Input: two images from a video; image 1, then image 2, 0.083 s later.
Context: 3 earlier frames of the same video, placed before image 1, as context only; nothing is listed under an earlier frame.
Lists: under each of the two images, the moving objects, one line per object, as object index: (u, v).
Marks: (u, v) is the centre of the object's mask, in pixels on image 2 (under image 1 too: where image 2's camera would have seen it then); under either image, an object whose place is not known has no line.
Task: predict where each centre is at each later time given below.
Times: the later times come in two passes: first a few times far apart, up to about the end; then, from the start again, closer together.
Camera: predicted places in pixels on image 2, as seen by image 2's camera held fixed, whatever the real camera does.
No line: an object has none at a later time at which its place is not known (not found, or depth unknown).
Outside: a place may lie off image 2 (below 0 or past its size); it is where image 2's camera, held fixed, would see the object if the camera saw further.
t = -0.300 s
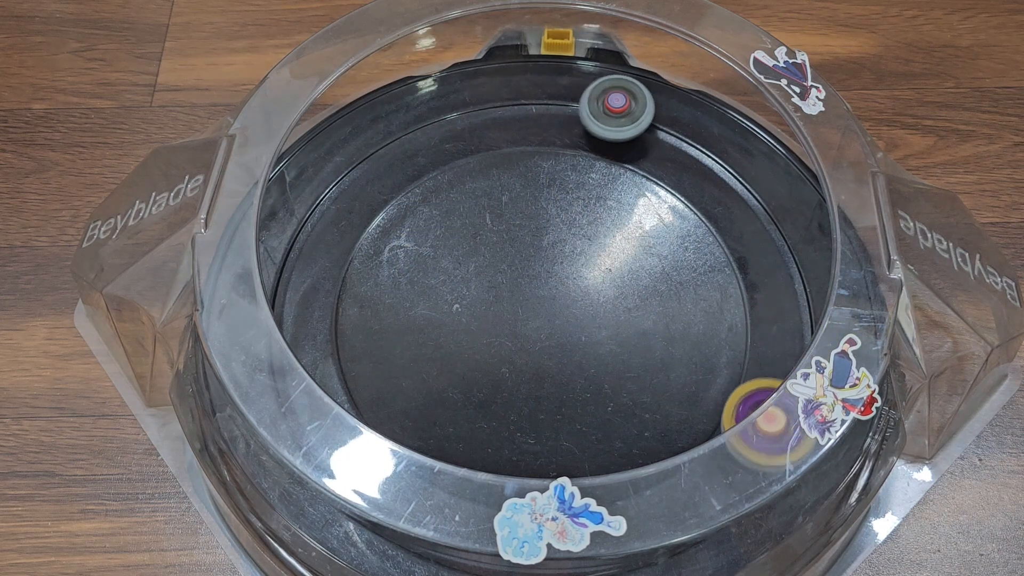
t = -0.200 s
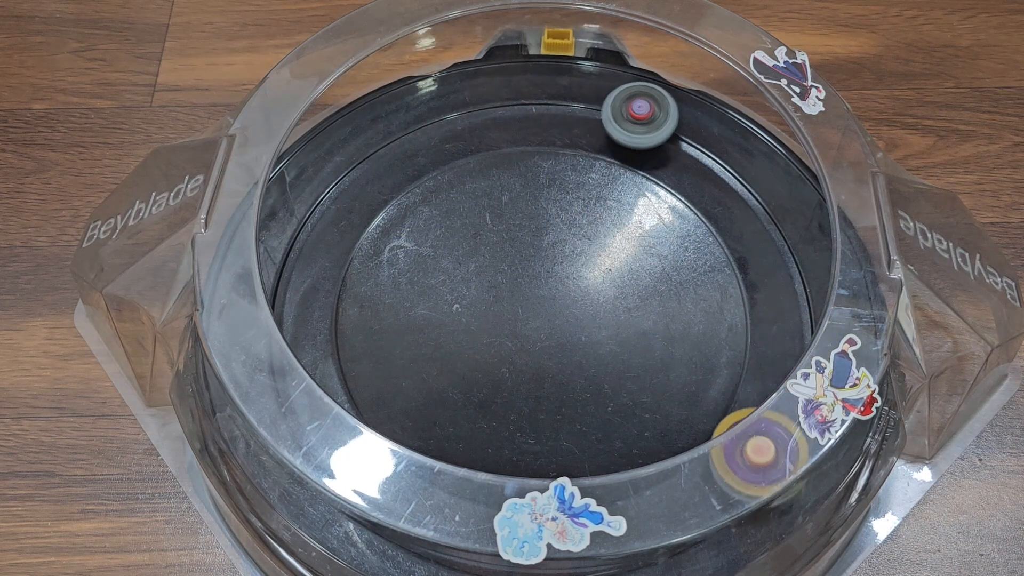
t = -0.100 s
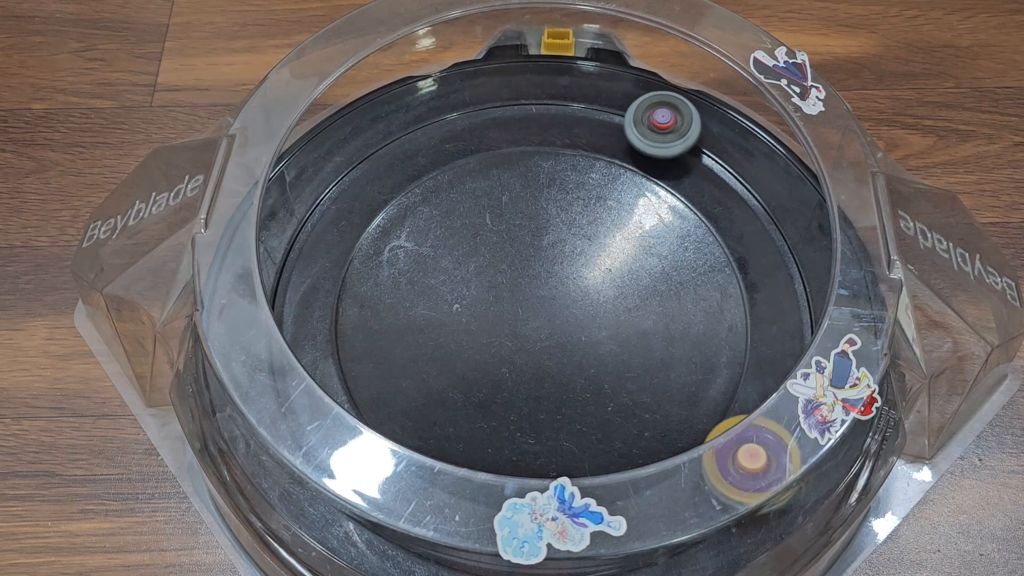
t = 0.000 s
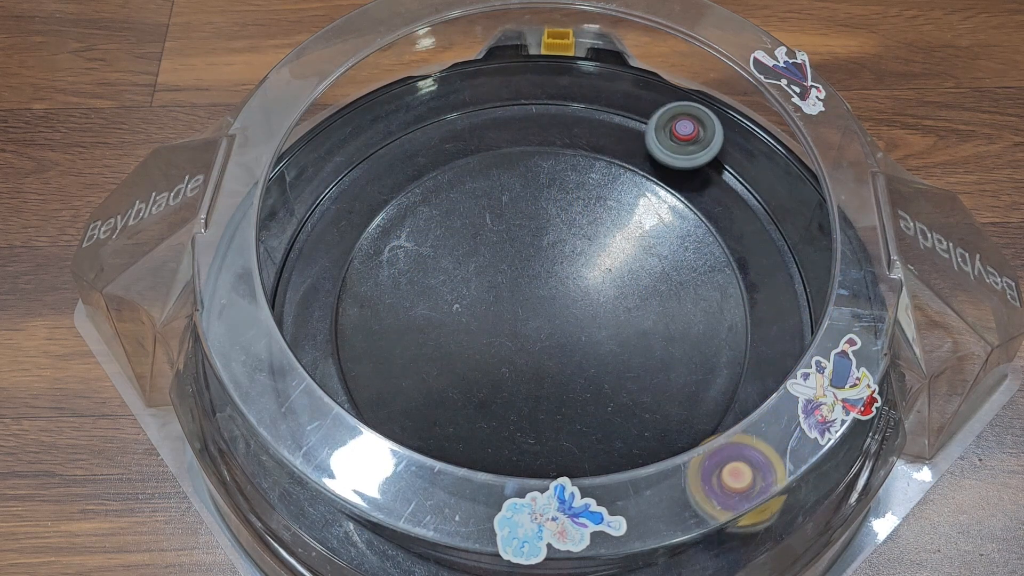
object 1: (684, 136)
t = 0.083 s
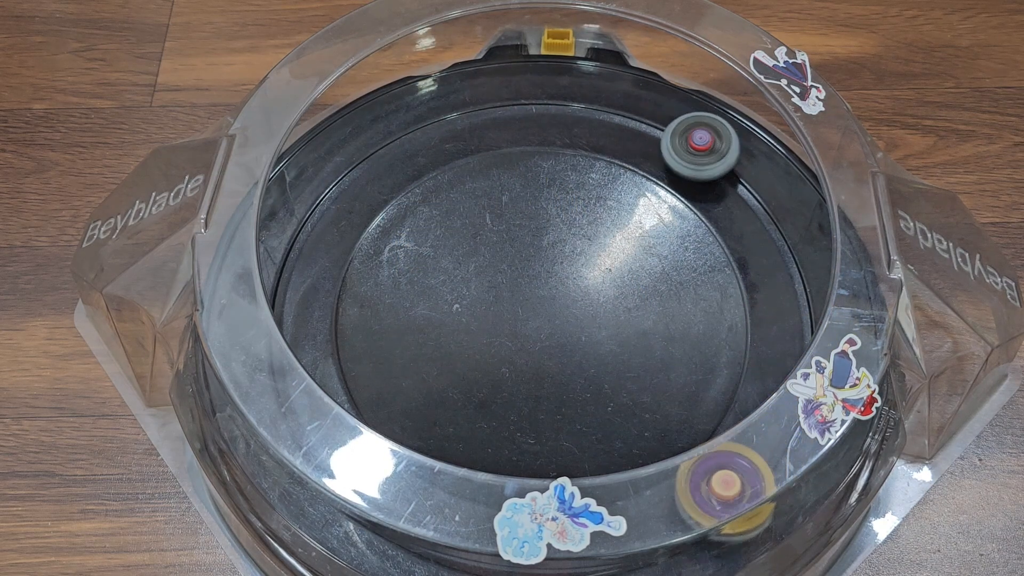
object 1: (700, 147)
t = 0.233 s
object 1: (728, 169)
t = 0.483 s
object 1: (760, 213)
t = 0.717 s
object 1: (776, 260)
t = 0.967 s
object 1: (773, 315)
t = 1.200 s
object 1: (751, 364)
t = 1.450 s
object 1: (704, 360)
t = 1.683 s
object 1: (607, 296)
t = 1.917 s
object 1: (490, 315)
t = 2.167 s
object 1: (483, 386)
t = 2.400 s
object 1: (549, 370)
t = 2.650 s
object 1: (506, 293)
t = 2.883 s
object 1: (495, 262)
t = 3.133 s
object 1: (474, 281)
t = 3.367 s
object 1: (531, 295)
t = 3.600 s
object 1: (571, 314)
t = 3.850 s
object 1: (595, 275)
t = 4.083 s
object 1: (583, 244)
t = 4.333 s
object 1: (542, 293)
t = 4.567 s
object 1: (552, 338)
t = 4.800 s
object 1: (589, 367)
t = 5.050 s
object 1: (639, 354)
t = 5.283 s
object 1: (584, 305)
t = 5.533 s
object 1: (507, 342)
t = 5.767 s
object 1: (506, 387)
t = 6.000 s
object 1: (560, 415)
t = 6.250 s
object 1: (592, 331)
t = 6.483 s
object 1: (645, 203)
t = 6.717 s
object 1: (580, 171)
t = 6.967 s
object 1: (516, 186)
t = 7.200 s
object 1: (494, 212)
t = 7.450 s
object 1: (502, 266)
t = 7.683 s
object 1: (480, 221)
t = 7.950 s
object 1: (475, 268)
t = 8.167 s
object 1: (527, 321)
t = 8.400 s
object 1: (577, 426)
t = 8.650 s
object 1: (634, 430)
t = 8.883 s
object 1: (653, 422)
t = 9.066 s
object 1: (632, 397)
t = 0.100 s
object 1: (703, 149)
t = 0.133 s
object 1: (709, 153)
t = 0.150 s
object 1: (713, 156)
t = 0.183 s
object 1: (719, 161)
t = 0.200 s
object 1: (722, 164)
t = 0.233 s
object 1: (728, 169)
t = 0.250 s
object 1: (730, 172)
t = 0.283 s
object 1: (735, 177)
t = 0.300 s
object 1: (738, 180)
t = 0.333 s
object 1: (743, 186)
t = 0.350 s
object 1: (745, 189)
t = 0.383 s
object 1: (749, 195)
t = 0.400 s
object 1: (751, 198)
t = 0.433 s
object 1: (755, 204)
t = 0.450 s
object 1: (757, 207)
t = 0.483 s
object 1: (760, 213)
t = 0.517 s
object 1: (763, 219)
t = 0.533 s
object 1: (765, 223)
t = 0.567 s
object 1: (767, 229)
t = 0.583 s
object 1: (769, 233)
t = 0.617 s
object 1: (771, 239)
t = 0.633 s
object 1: (772, 242)
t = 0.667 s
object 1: (774, 249)
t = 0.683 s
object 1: (775, 253)
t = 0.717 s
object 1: (776, 260)
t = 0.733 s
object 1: (776, 264)
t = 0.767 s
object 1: (777, 271)
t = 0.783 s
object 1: (777, 274)
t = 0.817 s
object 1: (778, 282)
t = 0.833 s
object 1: (778, 285)
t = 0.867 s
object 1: (777, 293)
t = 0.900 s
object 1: (776, 300)
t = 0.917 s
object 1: (776, 304)
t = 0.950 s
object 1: (774, 311)
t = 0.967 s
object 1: (773, 315)
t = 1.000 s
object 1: (771, 322)
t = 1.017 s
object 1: (771, 326)
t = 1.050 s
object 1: (768, 333)
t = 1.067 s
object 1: (766, 337)
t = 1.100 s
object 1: (763, 344)
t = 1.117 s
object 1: (761, 348)
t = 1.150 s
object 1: (757, 354)
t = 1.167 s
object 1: (755, 358)
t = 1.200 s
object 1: (751, 364)
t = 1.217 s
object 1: (749, 368)
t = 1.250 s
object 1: (743, 375)
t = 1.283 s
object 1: (737, 381)
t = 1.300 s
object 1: (734, 383)
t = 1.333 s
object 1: (730, 385)
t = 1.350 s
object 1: (728, 384)
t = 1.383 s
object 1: (722, 380)
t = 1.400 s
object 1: (718, 376)
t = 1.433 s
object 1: (709, 366)
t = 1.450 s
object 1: (704, 360)
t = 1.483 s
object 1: (694, 349)
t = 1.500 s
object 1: (689, 343)
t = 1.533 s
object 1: (678, 332)
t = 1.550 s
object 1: (671, 327)
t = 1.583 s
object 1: (658, 318)
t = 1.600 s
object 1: (650, 313)
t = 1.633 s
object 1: (634, 305)
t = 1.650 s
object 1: (625, 301)
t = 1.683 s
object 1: (607, 296)
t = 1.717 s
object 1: (588, 292)
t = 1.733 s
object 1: (578, 291)
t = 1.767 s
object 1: (561, 292)
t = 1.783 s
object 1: (552, 292)
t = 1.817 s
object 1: (534, 296)
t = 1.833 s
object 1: (525, 298)
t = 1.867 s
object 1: (510, 303)
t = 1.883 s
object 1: (503, 307)
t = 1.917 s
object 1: (490, 315)
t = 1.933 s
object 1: (485, 320)
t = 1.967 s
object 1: (476, 332)
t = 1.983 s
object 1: (473, 337)
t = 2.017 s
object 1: (469, 349)
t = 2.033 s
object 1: (469, 355)
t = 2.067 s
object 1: (469, 365)
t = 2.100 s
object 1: (472, 373)
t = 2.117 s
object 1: (474, 376)
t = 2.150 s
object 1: (480, 383)
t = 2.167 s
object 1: (483, 386)
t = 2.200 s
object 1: (490, 390)
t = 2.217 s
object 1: (495, 391)
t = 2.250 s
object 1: (504, 393)
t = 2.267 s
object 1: (510, 393)
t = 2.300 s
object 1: (521, 392)
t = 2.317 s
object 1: (526, 390)
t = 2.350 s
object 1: (537, 384)
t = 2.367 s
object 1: (542, 380)
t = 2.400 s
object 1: (549, 370)
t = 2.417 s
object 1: (551, 364)
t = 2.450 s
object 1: (552, 351)
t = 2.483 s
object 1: (549, 339)
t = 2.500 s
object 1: (547, 333)
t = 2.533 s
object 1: (541, 321)
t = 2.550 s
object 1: (537, 315)
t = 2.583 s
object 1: (527, 306)
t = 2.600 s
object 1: (521, 303)
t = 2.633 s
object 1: (510, 296)
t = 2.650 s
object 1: (506, 293)
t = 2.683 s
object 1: (511, 280)
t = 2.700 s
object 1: (513, 275)
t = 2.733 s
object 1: (515, 267)
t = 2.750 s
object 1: (515, 264)
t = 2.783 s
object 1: (512, 261)
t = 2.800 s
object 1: (510, 260)
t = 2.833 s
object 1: (505, 260)
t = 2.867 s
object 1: (498, 261)
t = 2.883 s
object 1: (495, 262)
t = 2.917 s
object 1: (489, 263)
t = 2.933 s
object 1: (486, 264)
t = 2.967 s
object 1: (481, 265)
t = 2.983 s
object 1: (480, 265)
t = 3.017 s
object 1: (477, 267)
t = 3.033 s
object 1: (476, 268)
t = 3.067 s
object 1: (474, 271)
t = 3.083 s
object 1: (473, 272)
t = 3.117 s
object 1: (473, 278)
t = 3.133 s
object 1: (474, 281)
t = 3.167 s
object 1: (478, 289)
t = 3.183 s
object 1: (482, 293)
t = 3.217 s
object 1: (491, 300)
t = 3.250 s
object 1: (502, 304)
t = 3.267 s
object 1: (507, 304)
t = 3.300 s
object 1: (516, 304)
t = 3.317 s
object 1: (520, 303)
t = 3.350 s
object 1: (528, 299)
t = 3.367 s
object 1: (531, 295)
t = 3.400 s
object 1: (540, 288)
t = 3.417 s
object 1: (542, 289)
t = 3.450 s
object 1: (542, 304)
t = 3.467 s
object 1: (542, 309)
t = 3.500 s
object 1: (546, 315)
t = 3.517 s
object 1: (548, 317)
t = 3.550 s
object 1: (556, 318)
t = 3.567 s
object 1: (561, 317)
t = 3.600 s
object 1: (571, 314)
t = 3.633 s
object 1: (580, 309)
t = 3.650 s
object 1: (583, 307)
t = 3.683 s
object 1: (589, 302)
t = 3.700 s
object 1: (591, 299)
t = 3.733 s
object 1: (595, 294)
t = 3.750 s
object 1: (596, 291)
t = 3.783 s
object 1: (597, 286)
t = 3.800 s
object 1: (597, 283)
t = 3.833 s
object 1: (596, 277)
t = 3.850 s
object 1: (595, 275)
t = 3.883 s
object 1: (592, 270)
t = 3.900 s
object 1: (591, 269)
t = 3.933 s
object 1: (587, 266)
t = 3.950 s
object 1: (584, 264)
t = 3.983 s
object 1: (589, 256)
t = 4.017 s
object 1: (592, 249)
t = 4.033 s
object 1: (591, 247)
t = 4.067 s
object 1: (586, 245)
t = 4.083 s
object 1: (583, 244)
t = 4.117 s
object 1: (576, 245)
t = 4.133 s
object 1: (572, 246)
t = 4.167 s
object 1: (564, 250)
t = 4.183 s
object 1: (560, 253)
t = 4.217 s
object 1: (552, 260)
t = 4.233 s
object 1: (549, 264)
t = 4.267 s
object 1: (544, 274)
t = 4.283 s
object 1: (543, 279)
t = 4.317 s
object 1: (541, 288)
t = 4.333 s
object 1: (542, 293)
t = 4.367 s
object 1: (544, 301)
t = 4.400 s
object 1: (547, 308)
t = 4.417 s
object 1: (549, 311)
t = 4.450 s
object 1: (553, 317)
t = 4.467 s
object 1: (556, 320)
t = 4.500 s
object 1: (561, 324)
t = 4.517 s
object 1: (563, 326)
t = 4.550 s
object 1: (554, 335)
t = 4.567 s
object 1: (552, 338)
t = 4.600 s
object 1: (549, 345)
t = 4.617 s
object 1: (550, 348)
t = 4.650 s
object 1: (553, 354)
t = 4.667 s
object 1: (556, 357)
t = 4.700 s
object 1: (564, 362)
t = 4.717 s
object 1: (568, 364)
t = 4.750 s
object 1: (577, 367)
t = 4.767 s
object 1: (581, 368)
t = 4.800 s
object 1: (589, 367)
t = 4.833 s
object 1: (595, 366)
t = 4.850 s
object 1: (598, 364)
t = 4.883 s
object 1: (602, 362)
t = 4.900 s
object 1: (603, 360)
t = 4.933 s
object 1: (611, 359)
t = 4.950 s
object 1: (620, 361)
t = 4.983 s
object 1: (632, 362)
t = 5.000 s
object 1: (635, 361)
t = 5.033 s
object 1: (639, 357)
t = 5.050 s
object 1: (639, 354)
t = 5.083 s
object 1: (638, 347)
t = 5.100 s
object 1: (637, 343)
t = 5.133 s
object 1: (631, 335)
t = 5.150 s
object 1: (627, 331)
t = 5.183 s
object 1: (618, 324)
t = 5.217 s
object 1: (607, 317)
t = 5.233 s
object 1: (600, 314)
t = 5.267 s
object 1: (589, 307)
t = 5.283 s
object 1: (584, 305)
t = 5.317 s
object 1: (572, 303)
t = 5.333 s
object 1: (565, 303)
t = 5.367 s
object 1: (550, 305)
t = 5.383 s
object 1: (543, 307)
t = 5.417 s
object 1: (529, 313)
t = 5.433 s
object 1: (523, 317)
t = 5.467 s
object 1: (514, 325)
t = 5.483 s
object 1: (511, 330)
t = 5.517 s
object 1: (507, 339)
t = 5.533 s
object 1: (507, 342)
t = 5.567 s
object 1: (496, 349)
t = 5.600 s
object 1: (491, 357)
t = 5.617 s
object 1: (491, 361)
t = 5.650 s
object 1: (492, 369)
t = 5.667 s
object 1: (493, 373)
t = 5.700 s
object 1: (495, 379)
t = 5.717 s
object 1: (498, 382)
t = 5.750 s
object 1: (503, 386)
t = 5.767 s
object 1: (506, 387)
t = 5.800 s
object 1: (511, 389)
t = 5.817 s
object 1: (514, 389)
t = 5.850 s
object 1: (520, 388)
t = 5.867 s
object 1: (523, 387)
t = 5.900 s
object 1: (532, 400)
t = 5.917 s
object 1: (537, 407)
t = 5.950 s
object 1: (547, 416)
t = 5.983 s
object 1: (556, 416)
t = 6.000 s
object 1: (560, 415)
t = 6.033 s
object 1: (570, 408)
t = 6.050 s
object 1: (574, 404)
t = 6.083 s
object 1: (582, 394)
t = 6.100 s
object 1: (585, 388)
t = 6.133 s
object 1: (589, 375)
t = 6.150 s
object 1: (590, 368)
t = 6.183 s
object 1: (589, 354)
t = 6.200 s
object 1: (587, 348)
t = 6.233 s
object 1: (591, 337)
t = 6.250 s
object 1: (592, 331)
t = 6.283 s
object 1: (590, 320)
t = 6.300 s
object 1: (588, 315)
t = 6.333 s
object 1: (603, 295)
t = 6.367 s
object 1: (625, 266)
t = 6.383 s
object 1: (633, 253)
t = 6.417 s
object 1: (643, 231)
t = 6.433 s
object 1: (646, 222)
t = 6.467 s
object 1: (647, 208)
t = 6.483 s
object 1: (645, 203)
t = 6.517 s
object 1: (638, 194)
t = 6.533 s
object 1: (634, 190)
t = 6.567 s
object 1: (625, 185)
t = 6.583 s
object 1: (620, 182)
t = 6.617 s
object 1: (610, 178)
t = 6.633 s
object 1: (605, 176)
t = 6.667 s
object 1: (595, 174)
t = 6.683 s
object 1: (590, 172)
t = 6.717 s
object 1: (580, 171)
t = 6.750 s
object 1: (570, 170)
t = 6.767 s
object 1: (565, 170)
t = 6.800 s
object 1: (555, 171)
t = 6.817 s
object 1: (551, 172)
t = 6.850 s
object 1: (542, 174)
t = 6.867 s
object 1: (538, 175)
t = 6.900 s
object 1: (530, 178)
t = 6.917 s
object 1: (526, 180)
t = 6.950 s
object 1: (519, 184)
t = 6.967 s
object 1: (516, 186)
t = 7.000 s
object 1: (510, 192)
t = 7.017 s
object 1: (507, 195)
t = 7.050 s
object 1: (502, 202)
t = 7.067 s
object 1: (500, 206)
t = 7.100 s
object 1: (496, 212)
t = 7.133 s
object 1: (494, 215)
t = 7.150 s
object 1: (493, 217)
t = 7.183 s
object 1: (493, 214)
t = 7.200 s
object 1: (494, 212)
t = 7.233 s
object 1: (496, 213)
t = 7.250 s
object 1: (497, 215)
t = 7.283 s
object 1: (497, 221)
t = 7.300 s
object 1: (496, 225)
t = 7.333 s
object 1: (496, 233)
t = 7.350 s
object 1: (496, 237)
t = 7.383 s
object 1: (497, 247)
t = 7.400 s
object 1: (498, 252)
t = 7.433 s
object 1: (501, 263)
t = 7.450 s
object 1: (502, 266)
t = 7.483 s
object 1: (504, 262)
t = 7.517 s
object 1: (506, 263)
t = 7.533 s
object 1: (507, 264)
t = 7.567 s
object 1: (510, 270)
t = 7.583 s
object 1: (512, 273)
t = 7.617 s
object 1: (501, 256)
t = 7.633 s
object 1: (494, 244)
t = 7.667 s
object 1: (484, 227)
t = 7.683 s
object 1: (480, 221)
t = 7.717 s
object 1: (475, 213)
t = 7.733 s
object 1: (473, 213)
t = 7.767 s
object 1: (471, 216)
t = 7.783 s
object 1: (470, 219)
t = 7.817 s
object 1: (469, 227)
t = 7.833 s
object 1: (468, 231)
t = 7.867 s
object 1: (468, 241)
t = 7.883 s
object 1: (469, 246)
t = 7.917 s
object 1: (472, 256)
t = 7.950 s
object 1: (475, 268)
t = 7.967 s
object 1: (479, 274)
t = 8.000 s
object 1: (485, 285)
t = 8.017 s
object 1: (488, 290)
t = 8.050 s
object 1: (496, 300)
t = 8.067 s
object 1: (501, 305)
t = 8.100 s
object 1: (509, 311)
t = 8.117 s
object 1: (513, 314)
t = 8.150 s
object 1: (523, 319)
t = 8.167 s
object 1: (527, 321)
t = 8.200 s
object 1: (535, 324)
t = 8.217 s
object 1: (539, 325)
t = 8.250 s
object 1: (544, 349)
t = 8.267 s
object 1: (545, 365)
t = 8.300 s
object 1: (553, 392)
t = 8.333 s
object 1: (560, 411)
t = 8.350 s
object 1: (564, 417)
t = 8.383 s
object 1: (572, 424)
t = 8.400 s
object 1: (577, 426)
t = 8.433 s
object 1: (587, 428)
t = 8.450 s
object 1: (592, 430)
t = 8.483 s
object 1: (600, 430)
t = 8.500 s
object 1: (604, 431)
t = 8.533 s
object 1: (613, 432)
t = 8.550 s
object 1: (616, 432)
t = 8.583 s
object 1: (623, 432)
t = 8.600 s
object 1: (626, 432)
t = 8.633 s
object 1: (632, 431)
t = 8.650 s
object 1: (634, 430)
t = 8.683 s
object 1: (639, 429)
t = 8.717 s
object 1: (643, 428)
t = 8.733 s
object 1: (645, 428)
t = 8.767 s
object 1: (647, 426)
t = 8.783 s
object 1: (649, 426)
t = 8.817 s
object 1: (651, 425)
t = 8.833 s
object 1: (651, 424)
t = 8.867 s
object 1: (652, 423)
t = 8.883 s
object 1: (653, 422)
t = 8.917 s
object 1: (653, 420)
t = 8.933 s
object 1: (652, 419)
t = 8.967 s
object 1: (651, 416)
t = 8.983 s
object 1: (650, 414)
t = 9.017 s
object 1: (647, 410)
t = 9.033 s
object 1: (642, 405)
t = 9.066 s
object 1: (632, 397)
